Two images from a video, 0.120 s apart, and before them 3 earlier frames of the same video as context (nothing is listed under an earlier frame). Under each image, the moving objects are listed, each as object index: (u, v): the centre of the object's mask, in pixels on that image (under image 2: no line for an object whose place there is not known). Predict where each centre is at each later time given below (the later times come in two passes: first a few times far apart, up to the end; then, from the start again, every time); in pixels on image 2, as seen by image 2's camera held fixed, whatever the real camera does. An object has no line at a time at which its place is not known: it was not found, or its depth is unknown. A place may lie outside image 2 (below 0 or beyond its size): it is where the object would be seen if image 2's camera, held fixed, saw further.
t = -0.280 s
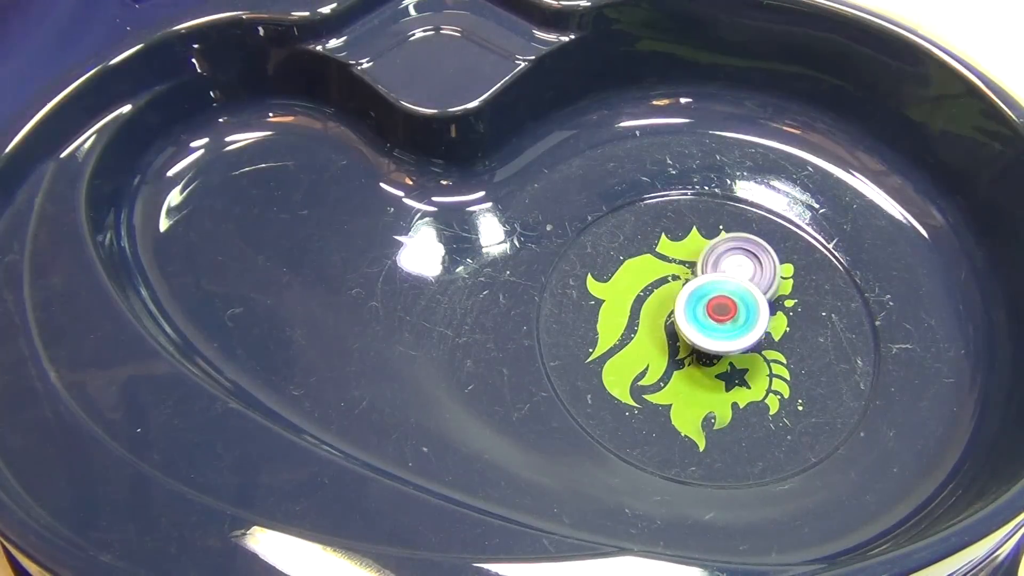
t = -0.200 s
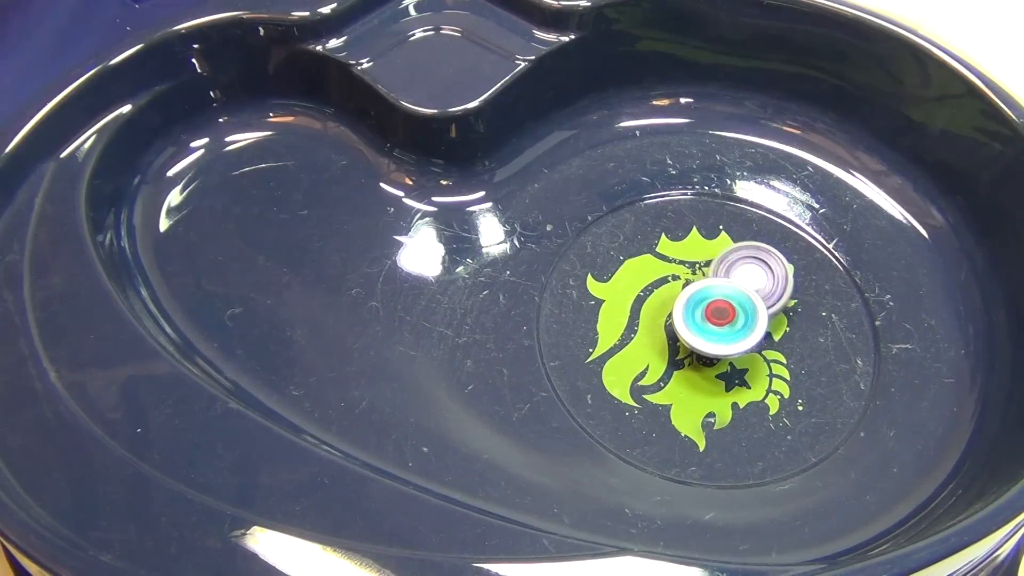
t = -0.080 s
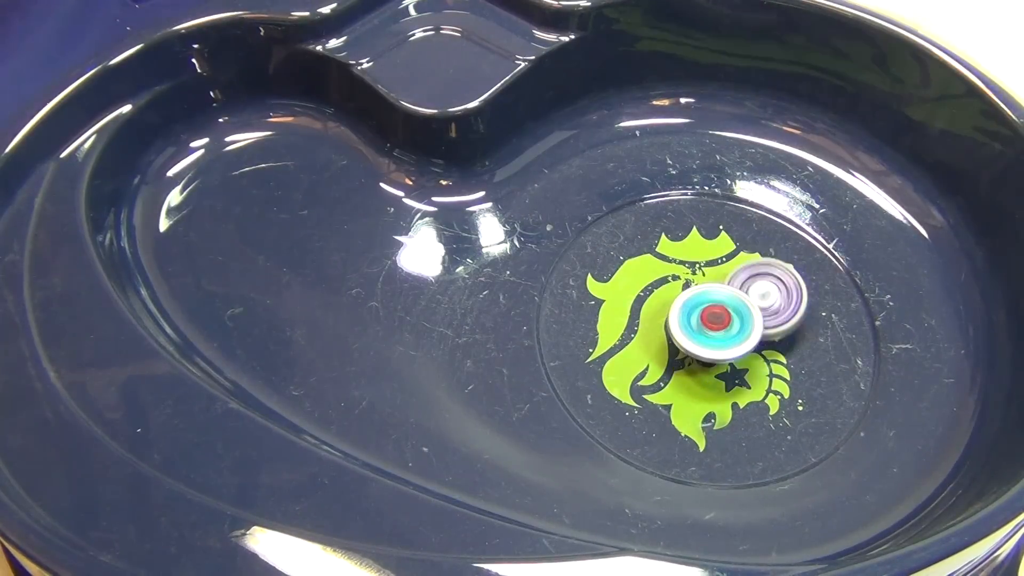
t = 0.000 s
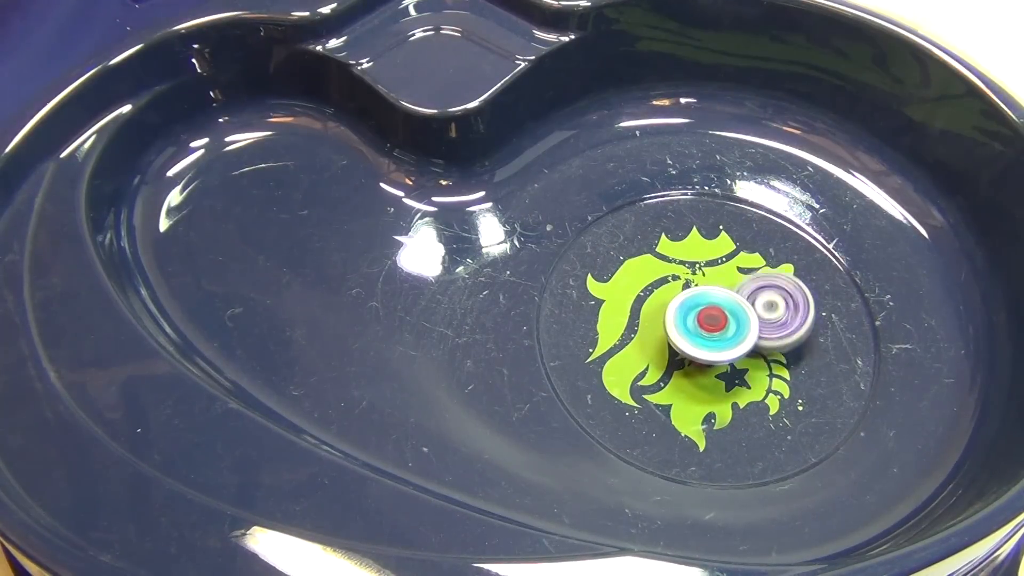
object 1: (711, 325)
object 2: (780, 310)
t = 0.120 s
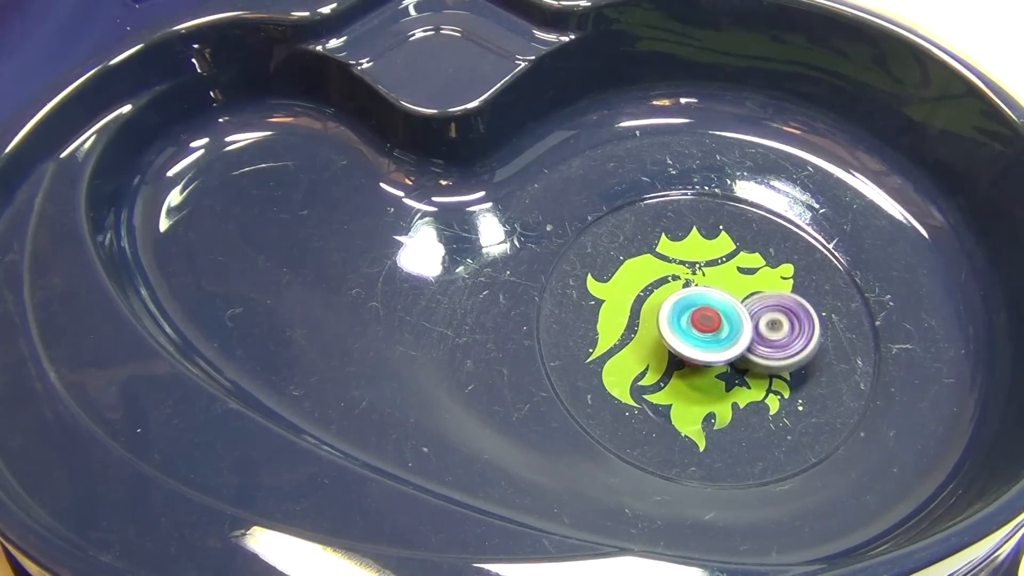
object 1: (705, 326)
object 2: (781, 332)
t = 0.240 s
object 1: (698, 324)
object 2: (773, 353)
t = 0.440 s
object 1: (689, 316)
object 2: (753, 378)
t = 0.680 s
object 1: (688, 304)
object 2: (714, 390)
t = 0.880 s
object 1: (695, 298)
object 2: (677, 380)
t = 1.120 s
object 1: (708, 300)
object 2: (638, 347)
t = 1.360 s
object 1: (716, 310)
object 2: (617, 301)
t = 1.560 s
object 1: (715, 318)
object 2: (625, 269)
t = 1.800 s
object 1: (707, 325)
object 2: (656, 249)
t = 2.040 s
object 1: (695, 323)
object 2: (702, 250)
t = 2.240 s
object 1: (690, 315)
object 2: (742, 270)
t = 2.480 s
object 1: (692, 305)
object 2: (768, 312)
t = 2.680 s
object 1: (700, 301)
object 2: (763, 348)
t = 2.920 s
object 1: (712, 305)
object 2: (740, 379)
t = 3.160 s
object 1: (717, 314)
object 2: (699, 387)
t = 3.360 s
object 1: (713, 321)
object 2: (664, 374)
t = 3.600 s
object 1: (704, 324)
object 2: (632, 338)
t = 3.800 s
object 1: (697, 321)
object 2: (624, 304)
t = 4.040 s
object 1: (694, 312)
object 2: (642, 267)
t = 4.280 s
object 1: (699, 306)
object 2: (684, 248)
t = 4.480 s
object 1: (706, 312)
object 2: (727, 253)
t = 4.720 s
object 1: (713, 319)
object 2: (766, 283)
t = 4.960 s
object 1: (695, 327)
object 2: (784, 326)
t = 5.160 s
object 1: (678, 330)
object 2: (781, 358)
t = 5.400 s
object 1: (673, 324)
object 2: (749, 380)
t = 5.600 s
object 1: (674, 314)
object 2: (708, 381)
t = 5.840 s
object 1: (723, 254)
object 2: (637, 345)
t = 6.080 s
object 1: (753, 233)
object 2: (604, 283)
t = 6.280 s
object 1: (771, 245)
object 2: (612, 243)
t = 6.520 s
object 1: (771, 282)
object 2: (650, 221)
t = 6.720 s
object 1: (738, 322)
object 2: (695, 230)
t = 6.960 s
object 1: (669, 338)
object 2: (747, 270)
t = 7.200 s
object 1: (618, 312)
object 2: (770, 333)
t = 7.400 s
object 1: (615, 281)
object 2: (761, 384)
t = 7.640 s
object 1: (648, 261)
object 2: (716, 419)
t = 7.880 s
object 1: (706, 273)
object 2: (659, 411)
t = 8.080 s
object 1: (747, 310)
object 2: (622, 375)
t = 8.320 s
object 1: (756, 360)
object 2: (611, 315)
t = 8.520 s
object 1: (731, 385)
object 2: (635, 272)
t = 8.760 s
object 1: (685, 372)
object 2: (690, 247)
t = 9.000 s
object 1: (659, 322)
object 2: (751, 257)
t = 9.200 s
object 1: (671, 278)
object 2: (789, 290)
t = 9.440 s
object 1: (715, 257)
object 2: (799, 343)
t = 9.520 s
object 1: (732, 259)
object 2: (792, 361)
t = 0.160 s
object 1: (702, 326)
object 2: (778, 339)
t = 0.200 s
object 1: (700, 325)
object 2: (776, 347)
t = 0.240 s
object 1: (698, 324)
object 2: (773, 353)
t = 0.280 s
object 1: (696, 323)
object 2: (773, 360)
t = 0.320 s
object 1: (694, 322)
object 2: (769, 365)
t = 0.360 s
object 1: (692, 320)
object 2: (763, 370)
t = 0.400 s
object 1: (690, 318)
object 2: (757, 375)
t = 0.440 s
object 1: (689, 316)
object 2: (753, 378)
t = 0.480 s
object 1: (687, 314)
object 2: (747, 381)
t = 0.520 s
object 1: (687, 312)
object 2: (741, 384)
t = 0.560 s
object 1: (687, 310)
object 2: (736, 387)
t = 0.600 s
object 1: (687, 308)
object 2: (727, 388)
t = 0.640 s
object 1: (687, 306)
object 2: (720, 390)
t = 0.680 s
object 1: (688, 304)
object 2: (714, 390)
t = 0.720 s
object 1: (689, 302)
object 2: (706, 390)
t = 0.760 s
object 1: (690, 301)
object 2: (699, 388)
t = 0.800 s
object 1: (691, 299)
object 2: (691, 386)
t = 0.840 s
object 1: (693, 298)
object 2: (684, 383)
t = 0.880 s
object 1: (695, 298)
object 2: (677, 380)
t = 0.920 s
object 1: (697, 298)
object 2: (670, 376)
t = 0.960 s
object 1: (698, 298)
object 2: (663, 371)
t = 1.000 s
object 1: (701, 298)
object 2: (656, 366)
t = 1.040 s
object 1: (703, 298)
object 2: (650, 360)
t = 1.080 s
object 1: (705, 299)
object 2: (644, 354)
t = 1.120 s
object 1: (708, 300)
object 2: (638, 347)
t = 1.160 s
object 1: (709, 301)
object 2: (632, 339)
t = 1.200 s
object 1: (711, 302)
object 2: (627, 332)
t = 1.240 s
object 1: (712, 304)
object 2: (624, 324)
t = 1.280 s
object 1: (714, 305)
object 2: (621, 316)
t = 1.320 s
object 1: (715, 308)
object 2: (618, 309)
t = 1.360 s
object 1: (716, 310)
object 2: (617, 301)
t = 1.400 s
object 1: (716, 311)
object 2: (617, 294)
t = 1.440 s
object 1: (716, 314)
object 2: (618, 287)
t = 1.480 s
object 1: (716, 316)
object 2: (619, 281)
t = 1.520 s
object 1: (716, 317)
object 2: (621, 275)
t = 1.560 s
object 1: (715, 318)
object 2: (625, 269)
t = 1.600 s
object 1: (714, 320)
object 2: (628, 264)
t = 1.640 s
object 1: (713, 321)
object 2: (633, 260)
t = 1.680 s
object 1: (712, 323)
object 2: (638, 256)
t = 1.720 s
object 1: (710, 324)
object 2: (643, 254)
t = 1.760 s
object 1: (708, 325)
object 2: (650, 251)
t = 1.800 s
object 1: (707, 325)
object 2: (656, 249)
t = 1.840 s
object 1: (705, 325)
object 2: (664, 248)
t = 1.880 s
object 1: (703, 325)
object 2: (671, 247)
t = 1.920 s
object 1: (701, 325)
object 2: (678, 247)
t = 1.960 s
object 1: (699, 325)
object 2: (686, 248)
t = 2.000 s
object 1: (697, 324)
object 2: (694, 249)
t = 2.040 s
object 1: (695, 323)
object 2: (702, 250)
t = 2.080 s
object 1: (694, 322)
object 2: (711, 252)
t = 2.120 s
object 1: (692, 320)
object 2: (719, 255)
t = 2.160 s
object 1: (691, 318)
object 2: (727, 260)
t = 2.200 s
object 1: (690, 317)
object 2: (735, 264)
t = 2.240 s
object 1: (690, 315)
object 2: (742, 270)
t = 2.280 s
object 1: (689, 313)
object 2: (748, 276)
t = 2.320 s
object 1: (689, 312)
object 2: (753, 282)
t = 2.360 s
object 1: (689, 310)
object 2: (758, 288)
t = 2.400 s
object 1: (690, 308)
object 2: (763, 298)
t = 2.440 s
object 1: (691, 307)
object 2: (766, 305)
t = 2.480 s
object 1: (692, 305)
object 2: (768, 312)
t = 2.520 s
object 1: (693, 304)
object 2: (769, 320)
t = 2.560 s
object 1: (695, 303)
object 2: (770, 327)
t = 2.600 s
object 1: (696, 302)
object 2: (769, 334)
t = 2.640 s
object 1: (698, 302)
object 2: (768, 341)
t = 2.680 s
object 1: (700, 301)
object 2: (763, 348)
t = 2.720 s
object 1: (702, 301)
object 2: (760, 354)
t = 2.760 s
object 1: (704, 301)
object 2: (757, 361)
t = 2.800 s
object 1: (707, 302)
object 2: (756, 366)
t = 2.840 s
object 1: (708, 303)
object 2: (749, 371)
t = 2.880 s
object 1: (710, 304)
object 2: (743, 375)
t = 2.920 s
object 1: (712, 305)
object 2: (740, 379)
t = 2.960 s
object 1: (713, 306)
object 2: (734, 382)
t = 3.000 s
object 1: (714, 308)
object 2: (725, 384)
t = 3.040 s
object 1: (715, 309)
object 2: (720, 386)
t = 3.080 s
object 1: (716, 310)
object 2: (713, 388)
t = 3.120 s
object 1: (716, 312)
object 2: (706, 388)
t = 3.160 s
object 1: (717, 314)
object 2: (699, 387)
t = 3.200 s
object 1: (717, 316)
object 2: (692, 385)
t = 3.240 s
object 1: (716, 317)
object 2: (685, 384)
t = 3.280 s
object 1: (715, 318)
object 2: (678, 382)
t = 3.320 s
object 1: (714, 320)
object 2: (671, 378)
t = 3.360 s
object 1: (713, 321)
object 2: (664, 374)
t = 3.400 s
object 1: (712, 322)
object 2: (656, 369)
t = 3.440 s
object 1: (711, 323)
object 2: (651, 364)
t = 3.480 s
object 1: (709, 324)
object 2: (645, 358)
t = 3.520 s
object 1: (707, 324)
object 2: (640, 352)
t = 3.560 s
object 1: (706, 324)
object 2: (636, 346)
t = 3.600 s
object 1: (704, 324)
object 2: (632, 338)
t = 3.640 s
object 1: (702, 324)
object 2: (628, 332)
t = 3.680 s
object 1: (701, 323)
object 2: (626, 325)
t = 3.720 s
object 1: (700, 323)
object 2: (625, 317)
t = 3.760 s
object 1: (698, 322)
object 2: (624, 310)
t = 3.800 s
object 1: (697, 321)
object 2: (624, 304)
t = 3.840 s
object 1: (696, 320)
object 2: (625, 297)
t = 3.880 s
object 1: (695, 318)
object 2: (627, 290)
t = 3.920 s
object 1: (694, 316)
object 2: (630, 284)
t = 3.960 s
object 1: (694, 315)
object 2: (633, 278)
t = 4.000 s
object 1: (694, 313)
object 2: (637, 272)
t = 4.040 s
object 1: (694, 312)
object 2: (642, 267)
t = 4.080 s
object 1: (694, 311)
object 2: (647, 262)
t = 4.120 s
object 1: (695, 309)
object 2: (654, 258)
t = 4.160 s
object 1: (695, 308)
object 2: (660, 255)
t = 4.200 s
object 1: (696, 307)
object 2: (668, 252)
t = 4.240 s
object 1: (698, 307)
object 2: (676, 249)
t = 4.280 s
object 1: (699, 306)
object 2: (684, 248)
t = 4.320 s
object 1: (700, 309)
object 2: (694, 247)
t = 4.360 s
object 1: (701, 311)
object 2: (703, 248)
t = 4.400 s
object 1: (702, 312)
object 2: (712, 249)
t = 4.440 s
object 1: (704, 312)
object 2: (719, 251)
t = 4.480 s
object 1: (706, 312)
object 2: (727, 253)
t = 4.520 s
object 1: (707, 313)
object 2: (734, 256)
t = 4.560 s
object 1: (708, 314)
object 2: (742, 261)
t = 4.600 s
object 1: (710, 315)
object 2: (749, 266)
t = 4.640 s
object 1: (711, 317)
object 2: (755, 271)
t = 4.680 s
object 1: (713, 318)
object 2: (761, 276)
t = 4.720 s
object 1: (713, 319)
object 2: (766, 283)
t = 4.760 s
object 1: (714, 320)
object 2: (771, 290)
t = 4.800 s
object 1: (714, 322)
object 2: (775, 298)
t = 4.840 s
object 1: (714, 323)
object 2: (778, 305)
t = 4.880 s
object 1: (714, 324)
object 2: (781, 313)
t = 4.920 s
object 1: (706, 325)
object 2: (784, 320)
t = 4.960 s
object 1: (695, 327)
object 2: (784, 326)
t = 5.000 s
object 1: (687, 328)
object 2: (786, 333)
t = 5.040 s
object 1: (683, 328)
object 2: (786, 339)
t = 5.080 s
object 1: (681, 329)
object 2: (785, 345)
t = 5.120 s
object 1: (680, 329)
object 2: (784, 352)
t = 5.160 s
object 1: (678, 330)
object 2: (781, 358)
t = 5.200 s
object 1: (677, 329)
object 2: (777, 363)
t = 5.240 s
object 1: (675, 329)
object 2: (772, 367)
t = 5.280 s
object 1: (674, 328)
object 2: (770, 371)
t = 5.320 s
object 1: (674, 327)
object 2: (761, 375)
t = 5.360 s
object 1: (673, 326)
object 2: (755, 377)
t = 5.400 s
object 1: (673, 324)
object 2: (749, 380)
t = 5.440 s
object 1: (672, 322)
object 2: (742, 381)
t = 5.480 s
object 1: (672, 320)
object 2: (734, 382)
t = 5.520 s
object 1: (672, 318)
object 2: (726, 382)
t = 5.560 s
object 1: (673, 316)
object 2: (717, 382)
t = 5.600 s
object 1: (674, 314)
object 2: (708, 381)
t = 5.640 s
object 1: (684, 308)
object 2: (692, 377)
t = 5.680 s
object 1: (693, 296)
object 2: (677, 375)
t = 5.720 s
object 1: (701, 282)
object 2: (664, 369)
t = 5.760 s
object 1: (710, 271)
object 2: (655, 362)
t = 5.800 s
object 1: (717, 262)
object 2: (646, 353)
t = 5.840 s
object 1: (723, 254)
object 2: (637, 345)
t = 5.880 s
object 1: (727, 247)
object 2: (627, 335)
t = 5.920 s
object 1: (733, 241)
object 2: (620, 325)
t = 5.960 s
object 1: (738, 238)
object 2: (614, 314)
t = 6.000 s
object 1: (743, 235)
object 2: (609, 303)
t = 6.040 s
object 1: (748, 233)
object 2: (606, 293)
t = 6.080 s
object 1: (753, 233)
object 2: (604, 283)
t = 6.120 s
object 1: (757, 233)
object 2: (603, 274)
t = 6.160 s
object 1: (761, 233)
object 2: (604, 265)
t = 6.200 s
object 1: (765, 238)
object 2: (605, 257)
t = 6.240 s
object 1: (768, 241)
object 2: (608, 249)
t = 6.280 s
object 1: (771, 245)
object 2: (612, 243)
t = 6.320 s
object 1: (773, 250)
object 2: (617, 237)
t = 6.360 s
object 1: (774, 255)
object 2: (622, 232)
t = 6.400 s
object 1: (775, 261)
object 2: (628, 228)
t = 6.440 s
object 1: (775, 268)
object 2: (634, 225)
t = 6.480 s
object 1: (773, 275)
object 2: (642, 223)
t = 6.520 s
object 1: (771, 282)
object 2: (650, 221)
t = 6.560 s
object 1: (767, 291)
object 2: (658, 221)
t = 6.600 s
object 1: (761, 300)
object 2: (668, 222)
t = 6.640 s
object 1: (755, 308)
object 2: (677, 223)
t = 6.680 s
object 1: (746, 316)
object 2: (686, 226)
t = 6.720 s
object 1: (738, 322)
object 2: (695, 230)
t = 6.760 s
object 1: (726, 328)
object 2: (704, 234)
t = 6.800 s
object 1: (714, 333)
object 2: (713, 239)
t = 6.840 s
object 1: (704, 336)
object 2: (723, 246)
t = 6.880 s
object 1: (692, 338)
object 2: (732, 253)
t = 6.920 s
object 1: (681, 339)
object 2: (740, 261)
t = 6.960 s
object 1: (669, 338)
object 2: (747, 270)
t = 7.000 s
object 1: (658, 336)
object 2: (753, 279)
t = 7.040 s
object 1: (648, 333)
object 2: (757, 289)
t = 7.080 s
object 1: (639, 329)
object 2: (762, 301)
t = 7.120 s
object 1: (630, 324)
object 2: (766, 312)
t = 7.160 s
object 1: (624, 318)
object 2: (769, 323)
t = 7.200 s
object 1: (618, 312)
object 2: (770, 333)
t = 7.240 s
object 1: (614, 305)
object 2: (771, 344)
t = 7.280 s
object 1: (612, 299)
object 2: (770, 355)
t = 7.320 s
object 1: (612, 292)
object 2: (768, 365)
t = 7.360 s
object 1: (613, 286)
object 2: (765, 375)
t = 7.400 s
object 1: (615, 281)
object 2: (761, 384)
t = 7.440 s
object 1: (617, 276)
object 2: (756, 393)
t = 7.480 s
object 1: (622, 271)
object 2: (749, 401)
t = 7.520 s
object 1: (626, 268)
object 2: (743, 407)
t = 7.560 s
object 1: (633, 264)
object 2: (735, 412)
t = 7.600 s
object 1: (640, 262)
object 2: (726, 416)
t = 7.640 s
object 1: (648, 261)
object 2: (716, 419)
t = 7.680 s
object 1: (657, 260)
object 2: (707, 421)
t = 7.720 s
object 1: (666, 261)
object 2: (698, 422)
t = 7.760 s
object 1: (676, 262)
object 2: (687, 420)
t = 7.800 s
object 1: (686, 265)
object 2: (677, 418)
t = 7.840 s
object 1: (696, 269)
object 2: (668, 415)
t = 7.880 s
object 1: (706, 273)
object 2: (659, 411)
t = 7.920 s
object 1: (716, 279)
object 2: (650, 406)
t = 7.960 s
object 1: (725, 286)
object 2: (641, 399)
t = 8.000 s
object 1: (733, 293)
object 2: (634, 391)
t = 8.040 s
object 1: (740, 301)
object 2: (628, 384)
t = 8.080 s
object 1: (747, 310)
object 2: (622, 375)
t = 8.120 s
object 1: (752, 319)
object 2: (617, 366)
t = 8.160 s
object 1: (756, 328)
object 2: (613, 356)
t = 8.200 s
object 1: (758, 336)
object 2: (611, 346)
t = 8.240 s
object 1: (759, 345)
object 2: (610, 336)
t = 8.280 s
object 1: (758, 353)
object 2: (610, 325)
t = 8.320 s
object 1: (756, 360)
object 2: (611, 315)
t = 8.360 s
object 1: (753, 367)
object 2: (614, 305)
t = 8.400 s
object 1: (749, 373)
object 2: (617, 296)
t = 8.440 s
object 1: (744, 378)
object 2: (622, 287)
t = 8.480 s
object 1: (738, 382)
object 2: (628, 279)
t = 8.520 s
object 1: (731, 385)
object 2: (635, 272)
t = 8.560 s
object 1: (723, 386)
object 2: (643, 265)
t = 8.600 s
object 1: (716, 386)
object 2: (651, 259)
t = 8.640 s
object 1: (708, 384)
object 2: (660, 255)
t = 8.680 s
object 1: (700, 382)
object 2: (670, 251)
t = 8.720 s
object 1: (692, 378)
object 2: (679, 248)
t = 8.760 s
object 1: (685, 372)
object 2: (690, 247)
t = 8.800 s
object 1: (678, 366)
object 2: (700, 246)
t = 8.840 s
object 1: (671, 358)
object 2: (711, 247)
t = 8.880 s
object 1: (667, 350)
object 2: (721, 248)
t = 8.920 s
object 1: (663, 341)
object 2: (731, 250)
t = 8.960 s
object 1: (660, 331)
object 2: (741, 254)
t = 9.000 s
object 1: (659, 322)
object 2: (751, 257)
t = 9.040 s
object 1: (659, 312)
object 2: (760, 263)
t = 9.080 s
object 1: (660, 303)
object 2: (768, 268)
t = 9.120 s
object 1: (663, 293)
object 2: (776, 275)
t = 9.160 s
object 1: (666, 285)
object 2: (783, 282)
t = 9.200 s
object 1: (671, 278)
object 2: (789, 290)
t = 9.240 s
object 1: (677, 271)
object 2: (793, 298)
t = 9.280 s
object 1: (683, 266)
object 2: (797, 308)
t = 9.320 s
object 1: (691, 262)
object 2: (800, 316)
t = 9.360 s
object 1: (699, 259)
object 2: (801, 326)
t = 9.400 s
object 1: (707, 257)
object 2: (800, 335)
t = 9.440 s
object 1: (715, 257)
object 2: (799, 343)
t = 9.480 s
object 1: (723, 257)
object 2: (796, 353)
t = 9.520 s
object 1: (732, 259)
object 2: (792, 361)
